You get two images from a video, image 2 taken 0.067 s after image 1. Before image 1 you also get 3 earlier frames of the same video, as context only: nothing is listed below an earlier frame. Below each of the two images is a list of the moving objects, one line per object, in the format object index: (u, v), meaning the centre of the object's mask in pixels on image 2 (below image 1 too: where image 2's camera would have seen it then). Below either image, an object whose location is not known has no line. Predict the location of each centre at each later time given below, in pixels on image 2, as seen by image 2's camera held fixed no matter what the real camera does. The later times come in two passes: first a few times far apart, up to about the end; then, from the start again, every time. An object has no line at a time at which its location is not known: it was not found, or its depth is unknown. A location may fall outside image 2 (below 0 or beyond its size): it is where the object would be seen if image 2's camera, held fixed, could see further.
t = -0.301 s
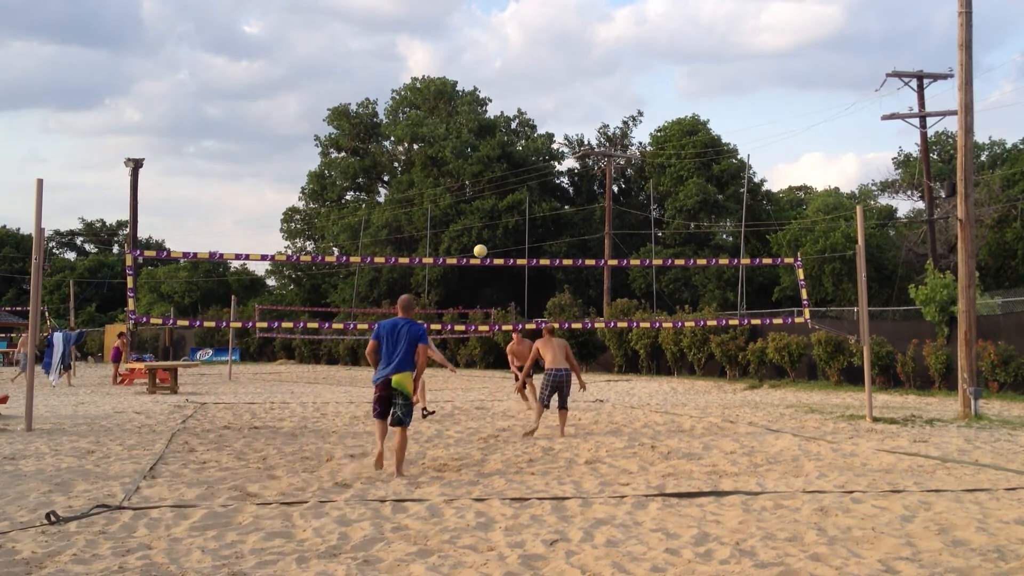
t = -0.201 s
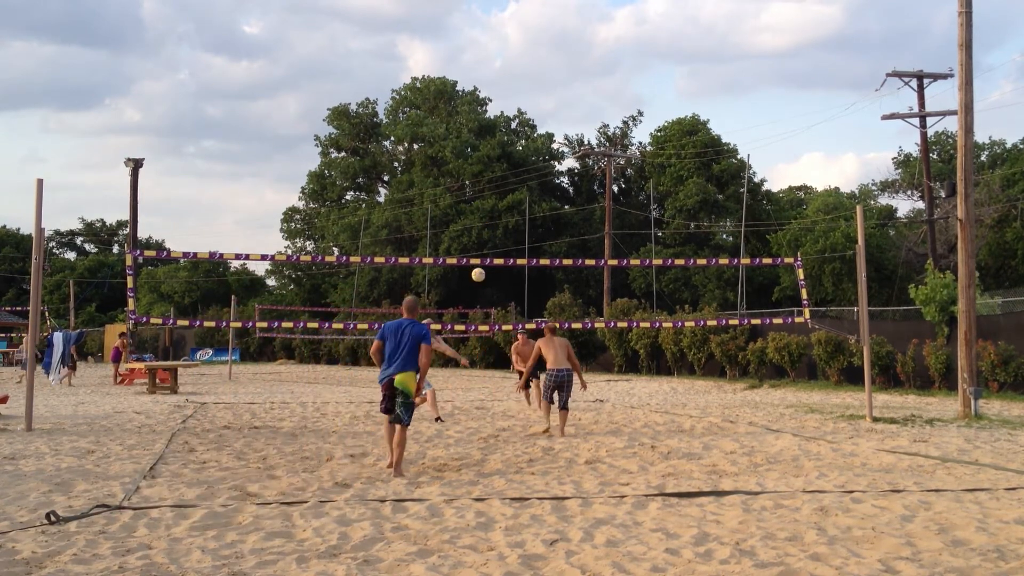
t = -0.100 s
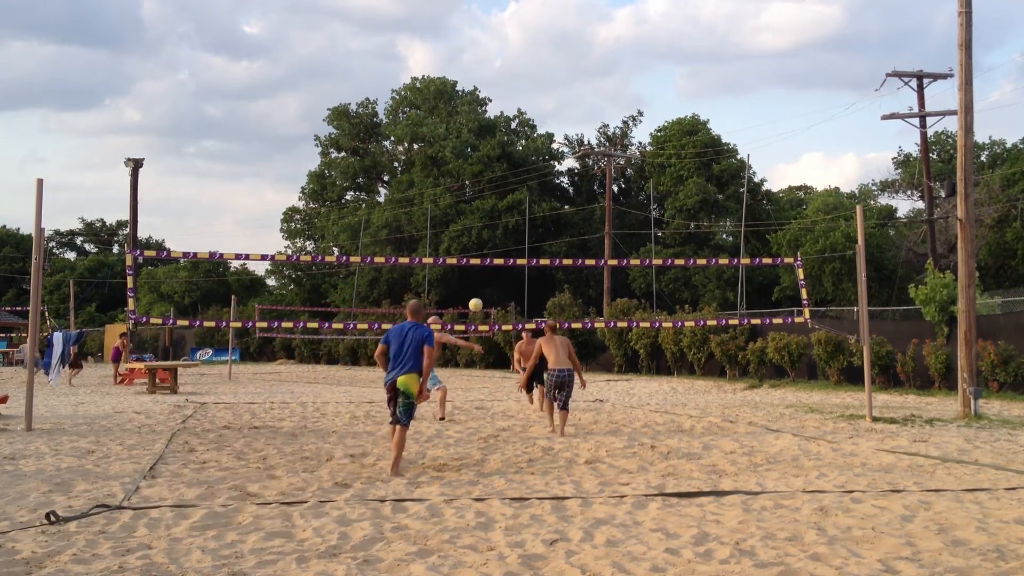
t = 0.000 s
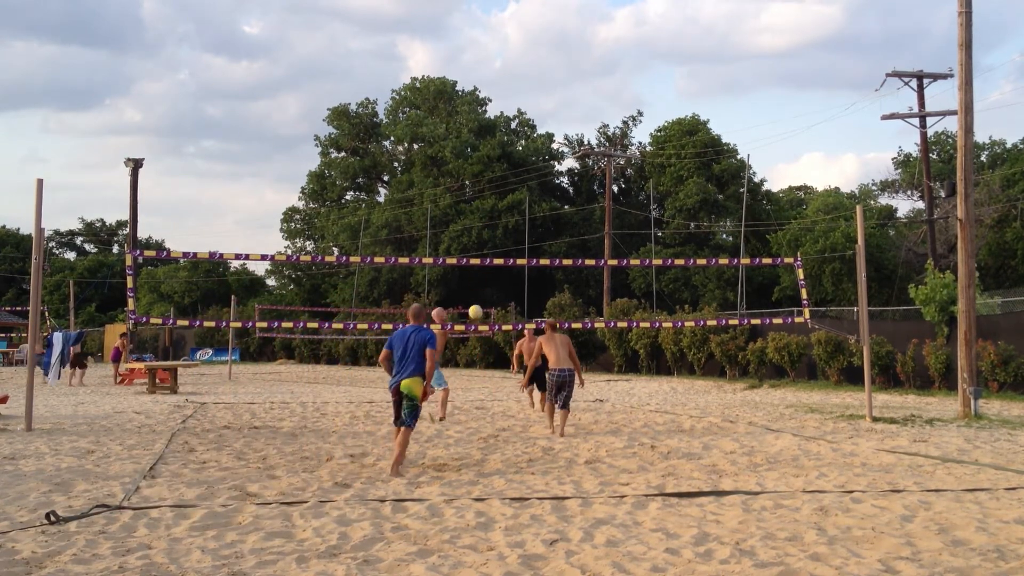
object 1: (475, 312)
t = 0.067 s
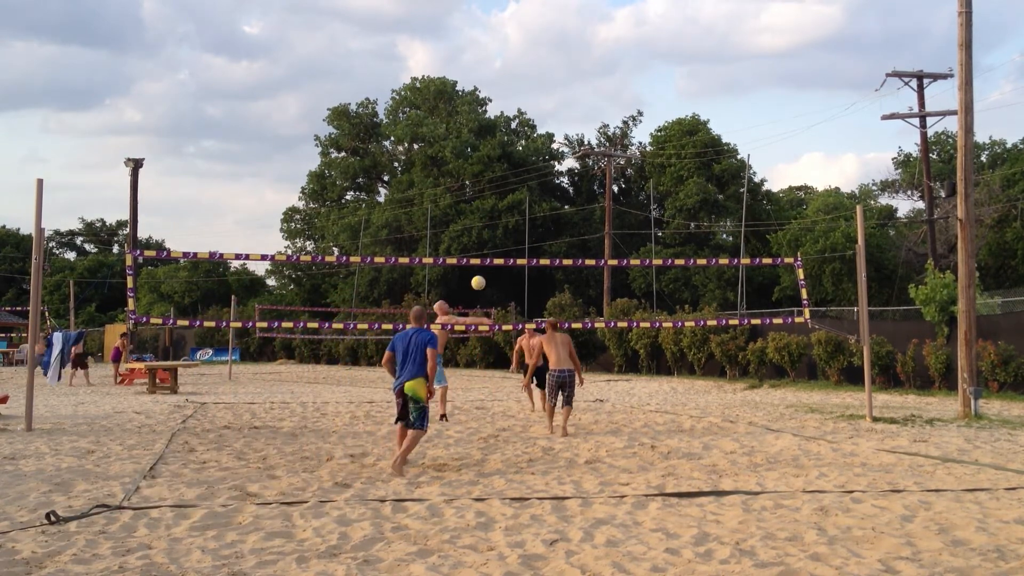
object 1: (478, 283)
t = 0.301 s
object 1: (487, 205)
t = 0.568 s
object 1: (497, 160)
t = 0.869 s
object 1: (507, 163)
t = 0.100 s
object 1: (479, 270)
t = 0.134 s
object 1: (481, 254)
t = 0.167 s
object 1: (482, 245)
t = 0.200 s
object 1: (483, 234)
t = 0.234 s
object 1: (484, 223)
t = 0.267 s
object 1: (485, 214)
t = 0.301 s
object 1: (487, 205)
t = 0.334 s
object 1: (488, 197)
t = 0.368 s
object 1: (489, 189)
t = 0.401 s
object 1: (491, 183)
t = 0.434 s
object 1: (492, 177)
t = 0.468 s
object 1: (493, 172)
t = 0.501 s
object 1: (494, 167)
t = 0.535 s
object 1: (495, 163)
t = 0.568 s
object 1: (497, 160)
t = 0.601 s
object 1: (498, 158)
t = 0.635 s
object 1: (499, 156)
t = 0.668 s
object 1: (500, 155)
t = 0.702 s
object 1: (501, 155)
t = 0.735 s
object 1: (502, 155)
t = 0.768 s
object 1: (504, 156)
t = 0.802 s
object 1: (505, 158)
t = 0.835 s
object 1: (506, 160)
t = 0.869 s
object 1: (507, 163)
